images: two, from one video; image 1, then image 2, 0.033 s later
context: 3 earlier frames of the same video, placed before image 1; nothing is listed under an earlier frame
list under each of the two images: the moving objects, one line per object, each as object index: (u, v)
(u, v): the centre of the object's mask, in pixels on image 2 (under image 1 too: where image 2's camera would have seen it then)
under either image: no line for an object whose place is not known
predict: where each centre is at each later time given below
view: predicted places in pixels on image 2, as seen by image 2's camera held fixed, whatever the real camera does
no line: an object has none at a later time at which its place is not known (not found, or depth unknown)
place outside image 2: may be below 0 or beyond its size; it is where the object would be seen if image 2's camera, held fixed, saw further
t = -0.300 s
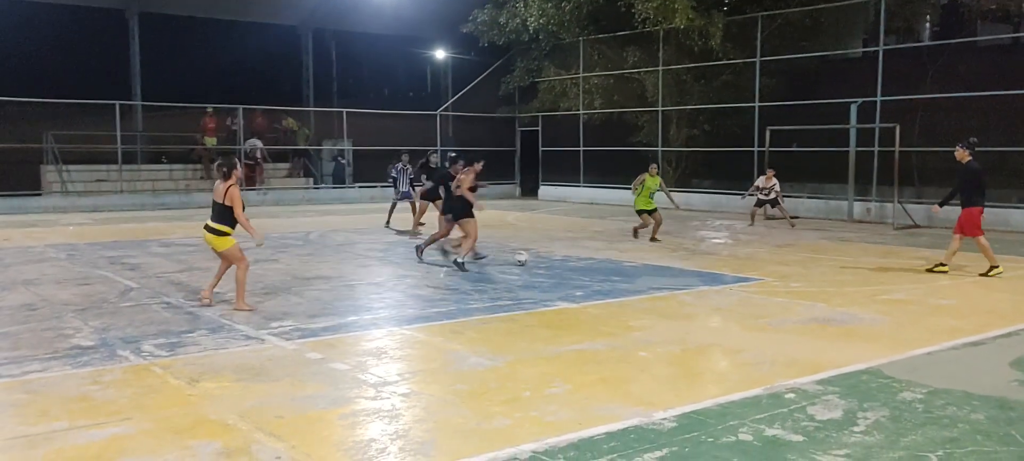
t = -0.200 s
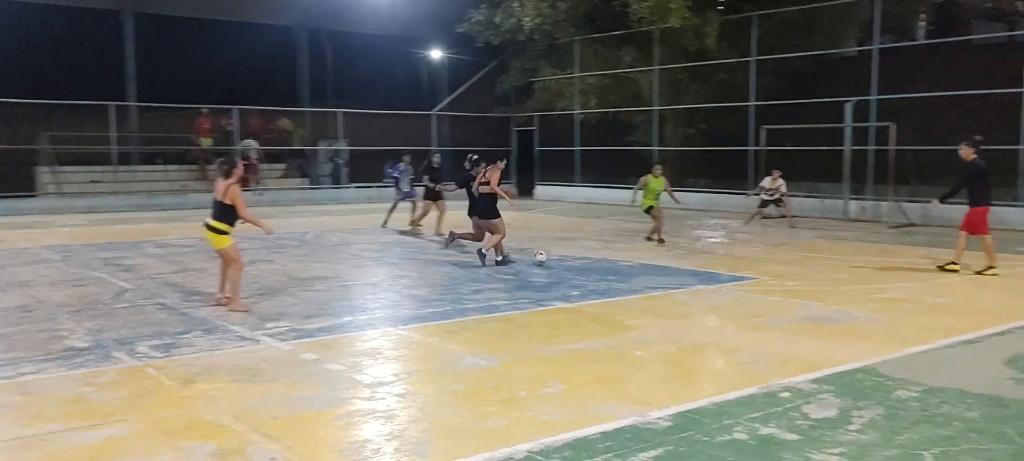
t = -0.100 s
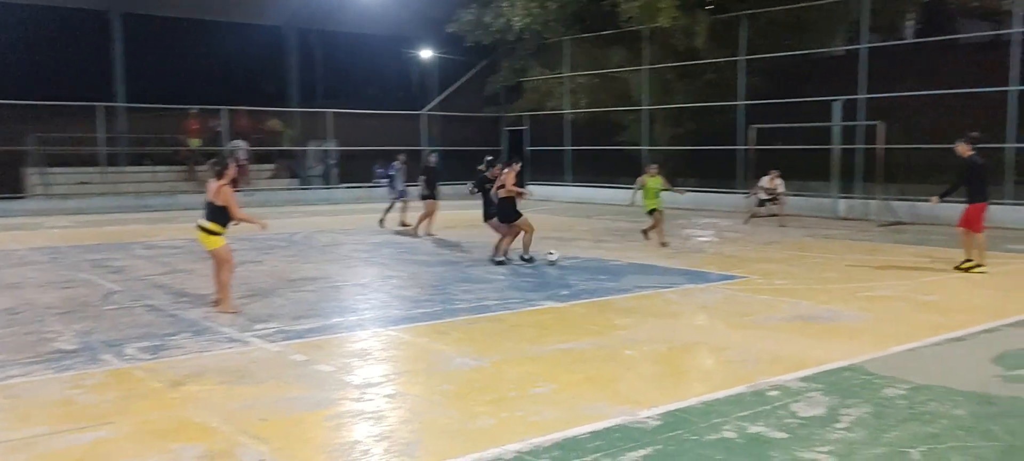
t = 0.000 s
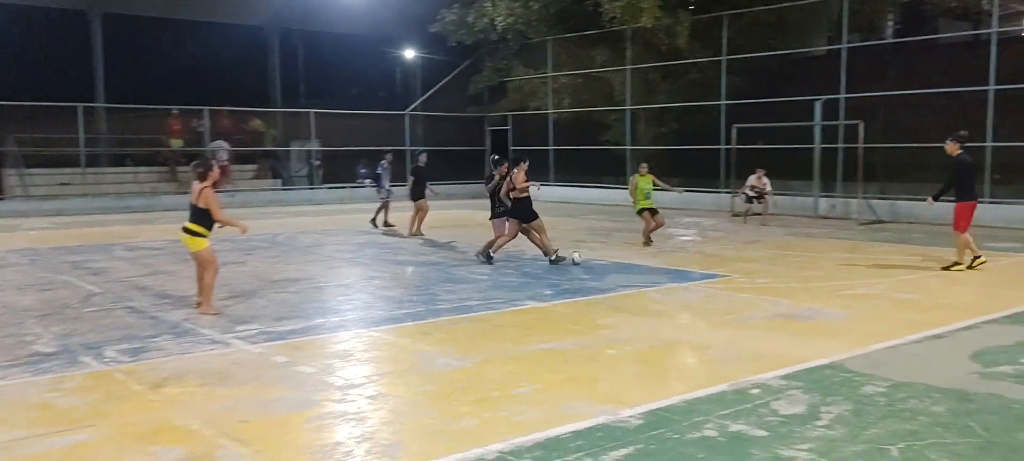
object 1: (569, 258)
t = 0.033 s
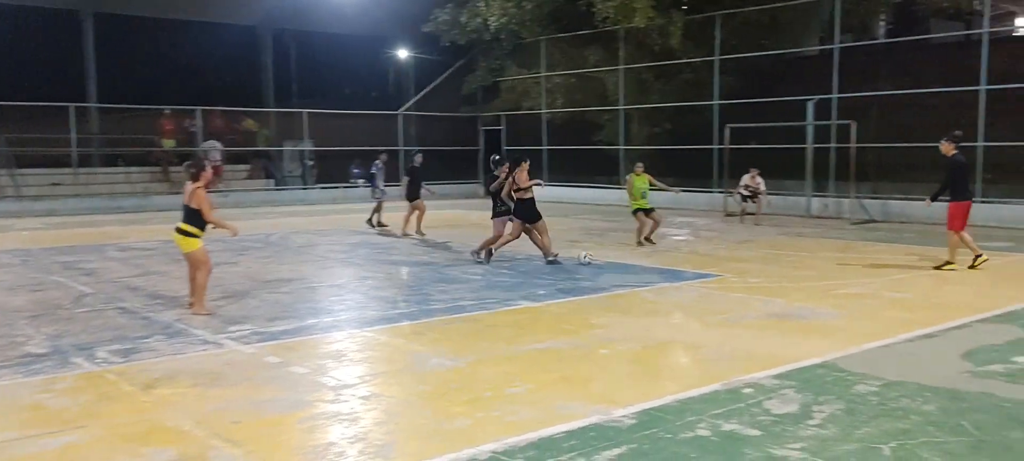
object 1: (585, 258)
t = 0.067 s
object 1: (601, 258)
